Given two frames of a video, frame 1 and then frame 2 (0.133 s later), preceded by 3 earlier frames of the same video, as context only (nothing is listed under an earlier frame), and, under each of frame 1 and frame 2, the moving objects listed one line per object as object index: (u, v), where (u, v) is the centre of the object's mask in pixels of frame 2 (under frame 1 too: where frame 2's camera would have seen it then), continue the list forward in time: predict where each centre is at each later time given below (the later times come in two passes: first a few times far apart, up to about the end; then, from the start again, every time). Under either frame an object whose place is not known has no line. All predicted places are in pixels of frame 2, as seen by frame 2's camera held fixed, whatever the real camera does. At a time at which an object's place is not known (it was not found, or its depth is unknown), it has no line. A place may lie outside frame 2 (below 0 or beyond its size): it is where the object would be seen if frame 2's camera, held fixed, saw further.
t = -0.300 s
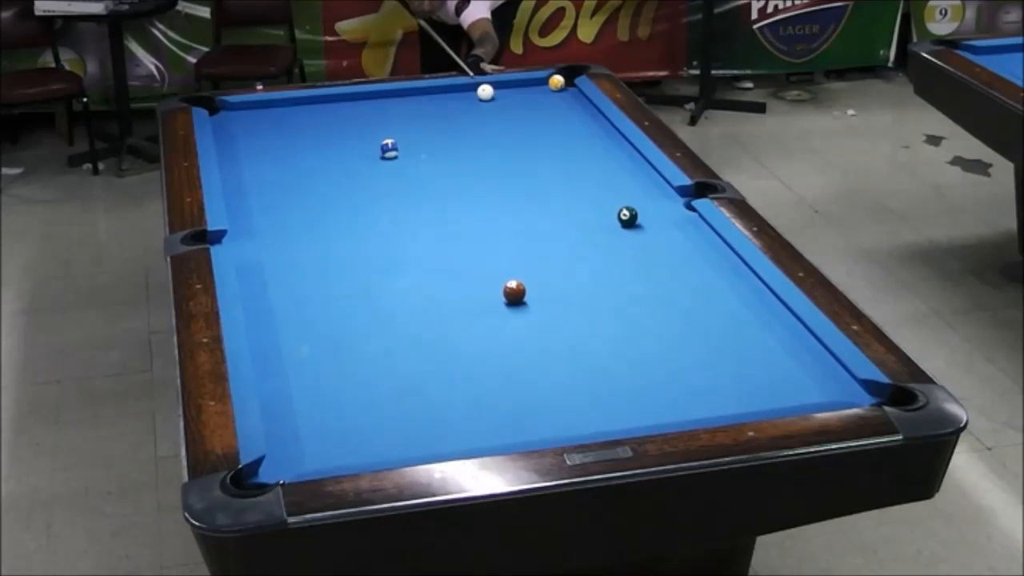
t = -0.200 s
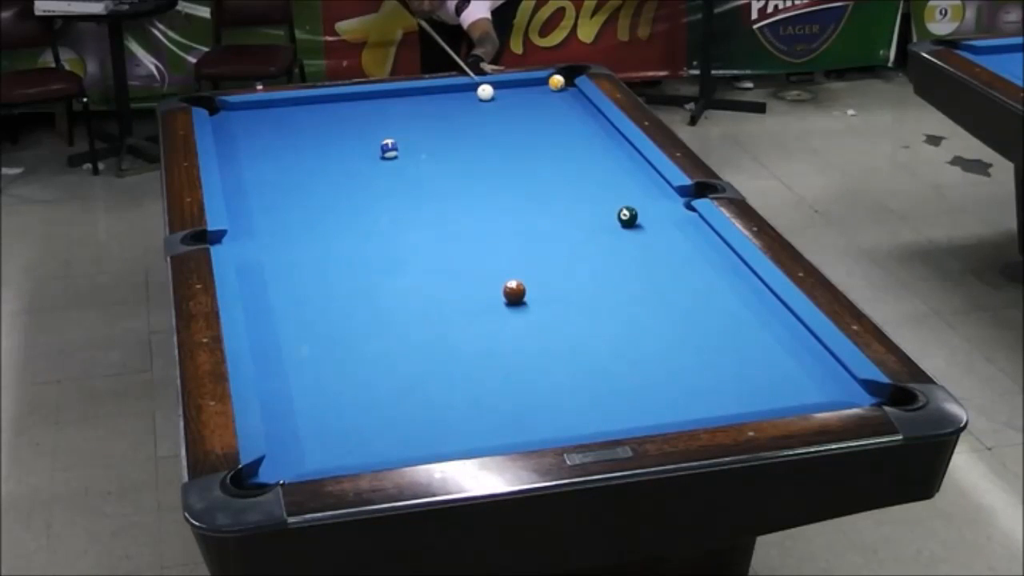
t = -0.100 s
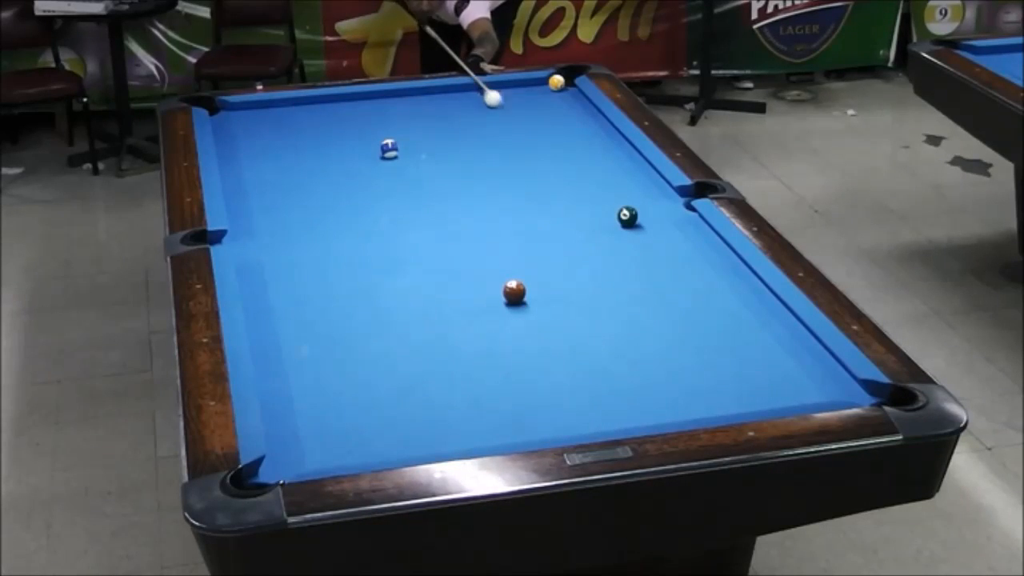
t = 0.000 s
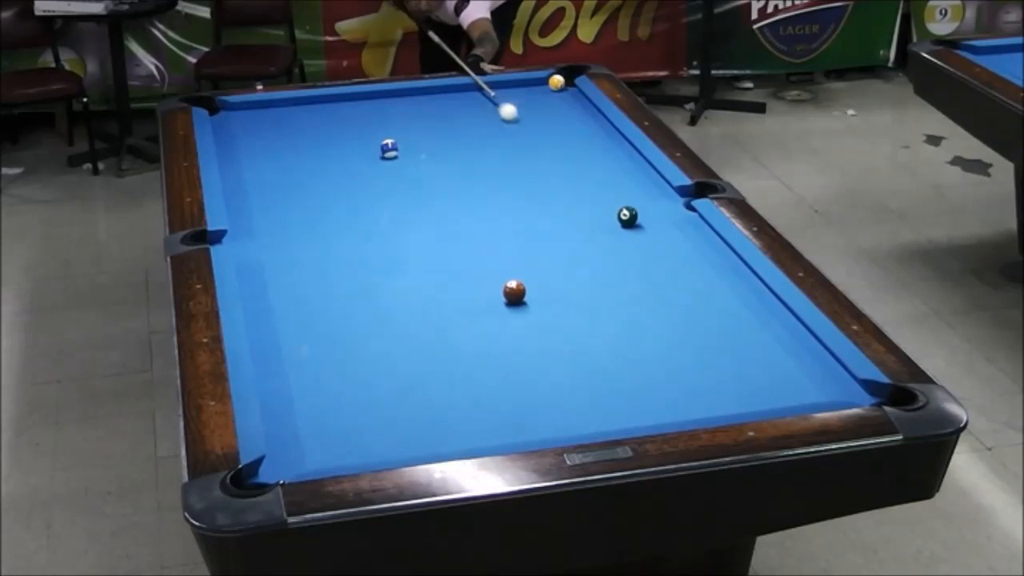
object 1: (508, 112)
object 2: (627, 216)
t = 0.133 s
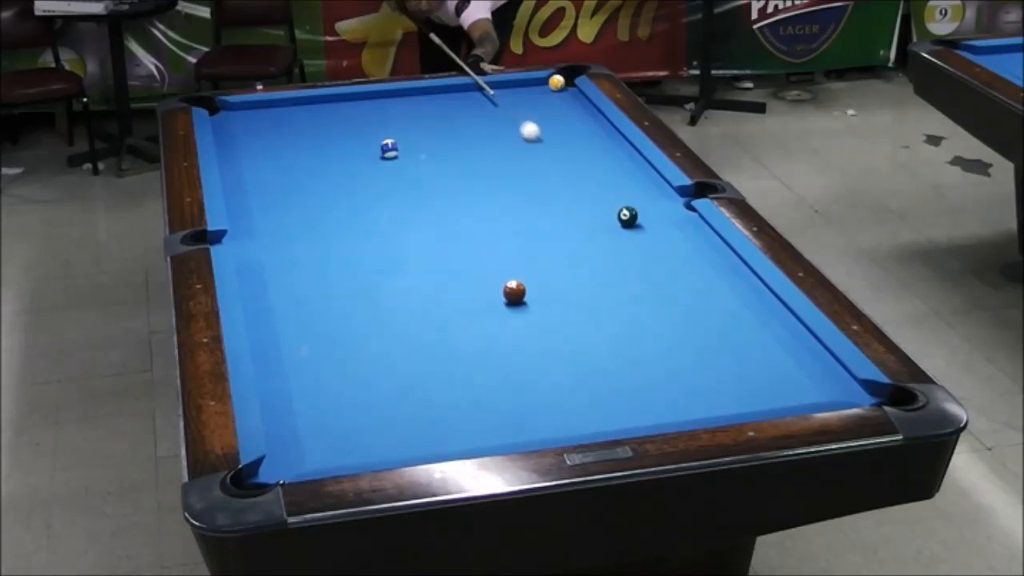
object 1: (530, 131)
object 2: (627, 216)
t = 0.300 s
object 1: (559, 156)
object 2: (627, 216)
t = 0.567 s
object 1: (611, 202)
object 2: (627, 217)
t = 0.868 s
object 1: (628, 219)
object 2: (677, 258)
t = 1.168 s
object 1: (642, 233)
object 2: (731, 303)
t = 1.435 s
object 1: (654, 246)
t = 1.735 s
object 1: (668, 260)
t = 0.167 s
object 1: (535, 136)
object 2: (627, 216)
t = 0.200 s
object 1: (541, 141)
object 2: (627, 216)
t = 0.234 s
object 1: (547, 146)
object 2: (627, 216)
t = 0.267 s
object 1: (553, 151)
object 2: (627, 216)
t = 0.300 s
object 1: (559, 156)
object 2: (627, 216)
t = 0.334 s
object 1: (565, 161)
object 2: (627, 216)
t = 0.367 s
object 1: (571, 167)
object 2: (627, 216)
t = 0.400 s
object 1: (578, 173)
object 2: (627, 216)
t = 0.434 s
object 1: (584, 178)
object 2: (627, 217)
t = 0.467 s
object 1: (591, 184)
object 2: (627, 217)
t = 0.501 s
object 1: (598, 190)
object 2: (627, 217)
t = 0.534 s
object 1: (605, 196)
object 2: (627, 217)
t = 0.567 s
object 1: (611, 202)
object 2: (627, 217)
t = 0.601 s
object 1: (616, 206)
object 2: (628, 217)
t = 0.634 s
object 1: (618, 209)
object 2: (635, 223)
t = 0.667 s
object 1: (619, 210)
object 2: (642, 229)
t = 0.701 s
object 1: (620, 211)
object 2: (648, 234)
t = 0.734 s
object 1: (621, 213)
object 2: (655, 239)
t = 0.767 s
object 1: (623, 214)
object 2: (660, 244)
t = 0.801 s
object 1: (624, 216)
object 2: (666, 249)
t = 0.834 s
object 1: (626, 217)
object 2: (672, 254)
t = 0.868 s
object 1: (628, 219)
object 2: (677, 258)
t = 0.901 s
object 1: (629, 221)
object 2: (683, 263)
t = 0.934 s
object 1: (631, 222)
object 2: (689, 268)
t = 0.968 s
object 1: (632, 224)
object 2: (694, 273)
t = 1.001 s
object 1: (634, 225)
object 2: (701, 278)
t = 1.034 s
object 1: (635, 227)
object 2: (707, 282)
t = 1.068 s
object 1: (637, 229)
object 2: (713, 288)
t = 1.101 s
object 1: (639, 230)
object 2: (719, 293)
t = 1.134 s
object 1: (640, 232)
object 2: (725, 298)
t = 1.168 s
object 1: (642, 233)
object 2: (731, 303)
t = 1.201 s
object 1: (643, 235)
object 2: (738, 309)
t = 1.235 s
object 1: (645, 237)
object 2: (744, 314)
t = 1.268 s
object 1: (646, 238)
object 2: (750, 319)
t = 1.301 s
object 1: (648, 240)
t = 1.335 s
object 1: (649, 241)
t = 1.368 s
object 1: (651, 243)
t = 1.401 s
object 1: (652, 244)
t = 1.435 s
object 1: (654, 246)
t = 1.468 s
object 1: (656, 247)
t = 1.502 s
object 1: (657, 249)
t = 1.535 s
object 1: (659, 251)
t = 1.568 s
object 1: (660, 252)
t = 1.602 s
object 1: (662, 253)
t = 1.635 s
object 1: (663, 255)
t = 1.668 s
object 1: (665, 256)
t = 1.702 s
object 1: (666, 258)
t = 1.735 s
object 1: (668, 260)
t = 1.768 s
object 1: (669, 261)
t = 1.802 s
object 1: (671, 262)
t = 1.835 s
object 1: (672, 264)
